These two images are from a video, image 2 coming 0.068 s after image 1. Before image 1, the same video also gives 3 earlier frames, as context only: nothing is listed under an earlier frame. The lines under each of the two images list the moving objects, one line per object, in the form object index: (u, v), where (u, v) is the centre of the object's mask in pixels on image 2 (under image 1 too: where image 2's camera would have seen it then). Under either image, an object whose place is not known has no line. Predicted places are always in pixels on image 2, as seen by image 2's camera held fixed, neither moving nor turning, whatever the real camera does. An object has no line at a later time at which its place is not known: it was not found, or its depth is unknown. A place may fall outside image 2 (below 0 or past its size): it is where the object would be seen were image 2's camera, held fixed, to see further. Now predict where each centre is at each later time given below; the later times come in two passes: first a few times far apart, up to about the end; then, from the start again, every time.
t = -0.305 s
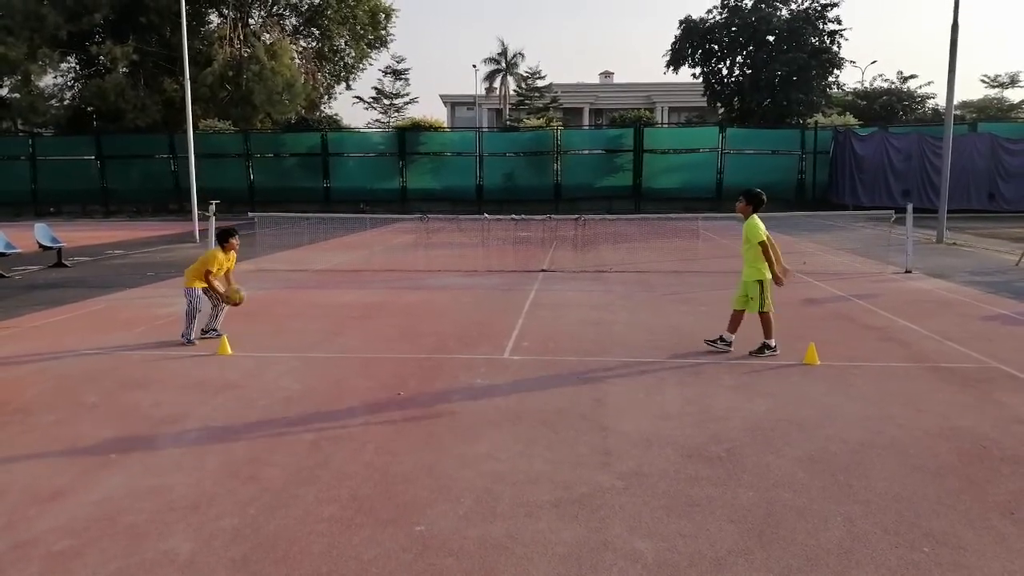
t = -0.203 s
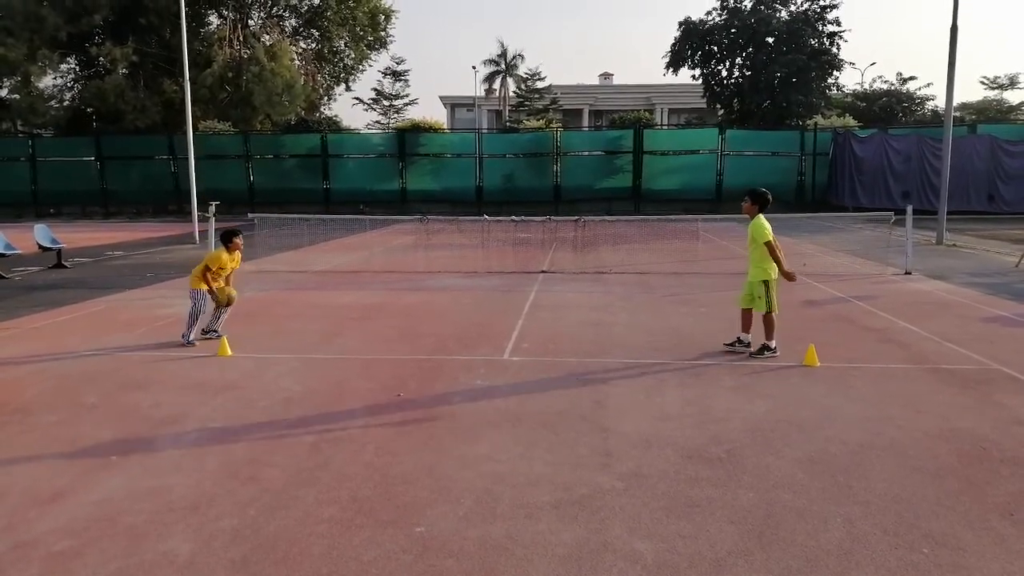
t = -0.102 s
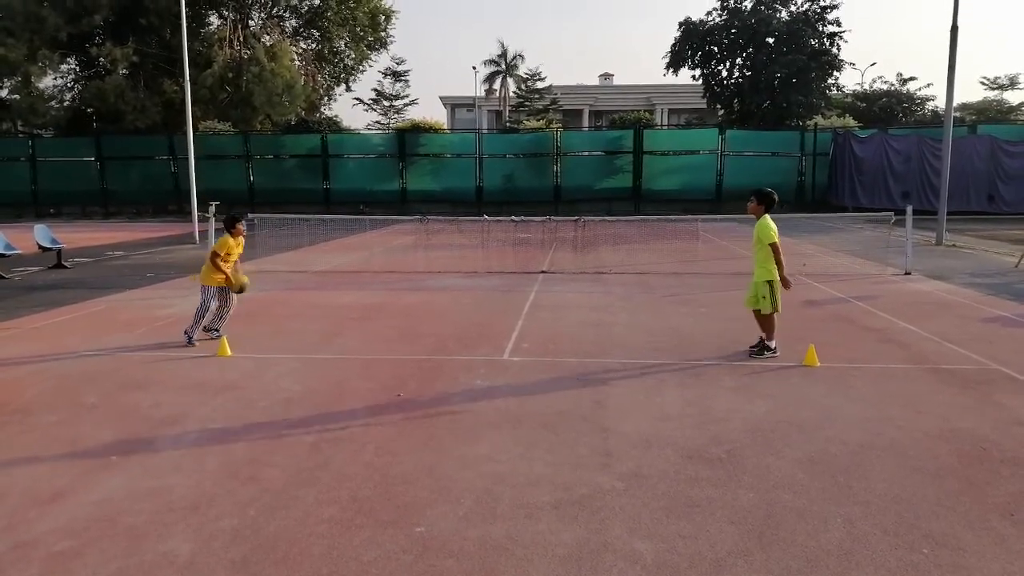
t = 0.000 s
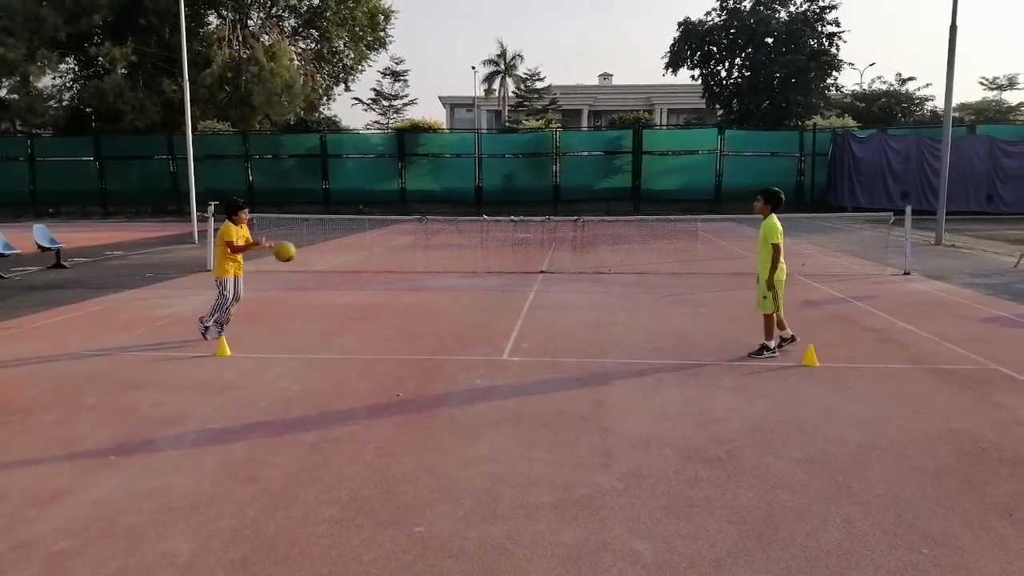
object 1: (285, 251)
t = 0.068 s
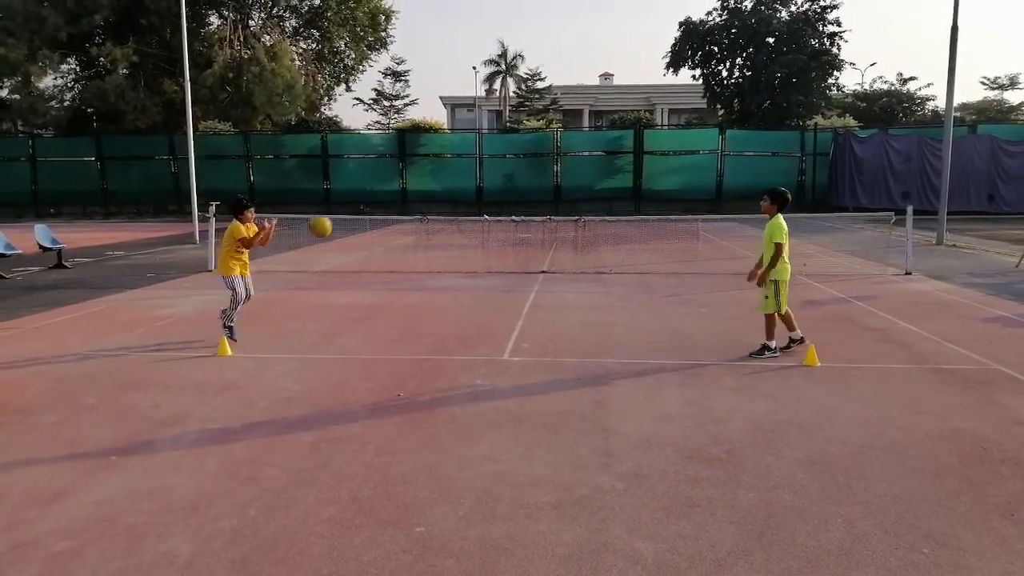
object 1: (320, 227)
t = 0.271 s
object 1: (433, 174)
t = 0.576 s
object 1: (614, 180)
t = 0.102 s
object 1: (338, 215)
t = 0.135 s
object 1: (356, 205)
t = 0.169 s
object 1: (375, 196)
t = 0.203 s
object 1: (393, 187)
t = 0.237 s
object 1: (413, 180)
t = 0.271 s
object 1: (433, 174)
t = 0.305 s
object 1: (452, 169)
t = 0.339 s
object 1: (472, 167)
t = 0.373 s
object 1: (492, 165)
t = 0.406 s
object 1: (512, 164)
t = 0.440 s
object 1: (533, 165)
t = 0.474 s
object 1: (553, 167)
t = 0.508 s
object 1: (574, 170)
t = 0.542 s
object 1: (593, 175)
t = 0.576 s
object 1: (614, 180)
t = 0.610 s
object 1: (636, 188)
